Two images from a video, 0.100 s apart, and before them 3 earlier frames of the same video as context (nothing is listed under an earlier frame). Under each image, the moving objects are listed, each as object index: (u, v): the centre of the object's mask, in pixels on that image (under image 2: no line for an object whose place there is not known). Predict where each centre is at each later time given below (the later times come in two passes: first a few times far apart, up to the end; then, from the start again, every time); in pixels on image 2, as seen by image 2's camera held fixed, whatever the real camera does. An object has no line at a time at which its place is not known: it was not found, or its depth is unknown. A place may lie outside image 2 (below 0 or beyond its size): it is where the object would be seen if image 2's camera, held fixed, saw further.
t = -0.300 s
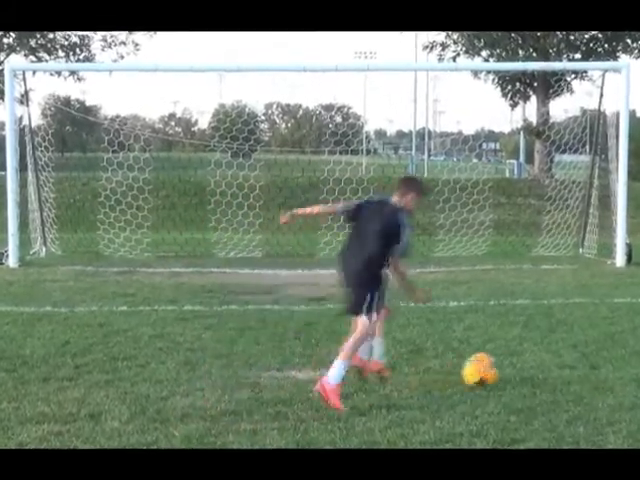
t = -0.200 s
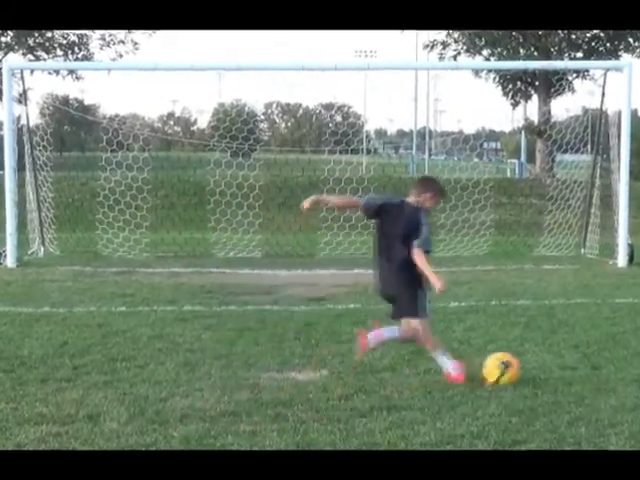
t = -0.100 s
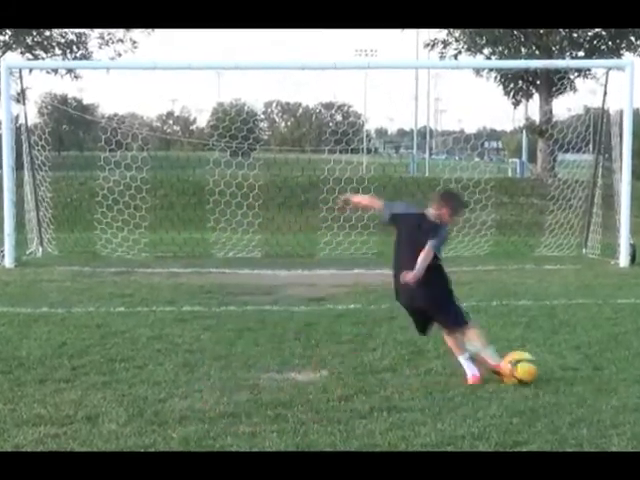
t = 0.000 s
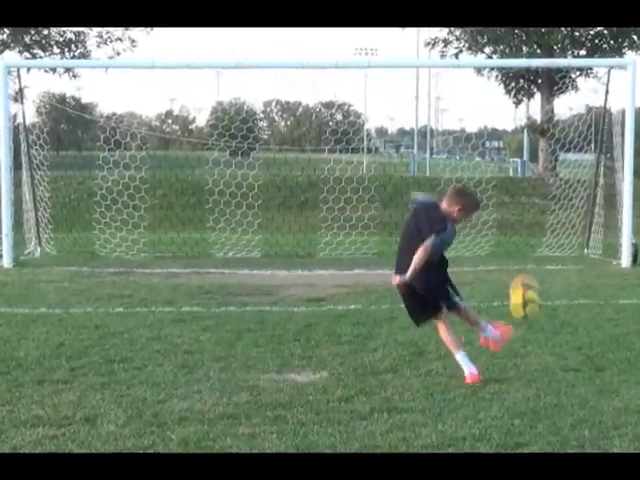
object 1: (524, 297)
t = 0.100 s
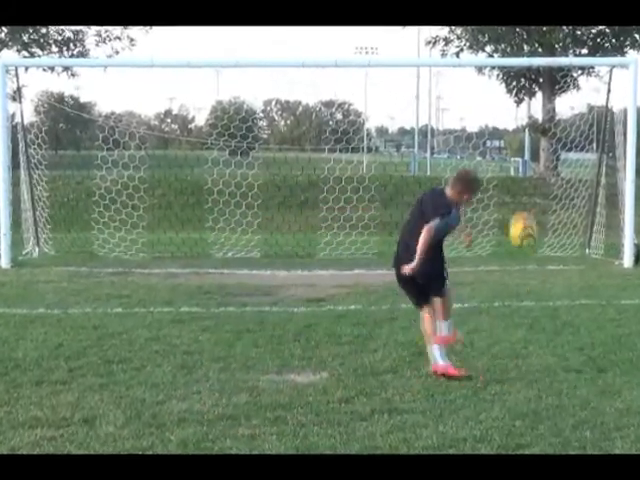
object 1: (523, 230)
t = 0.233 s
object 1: (517, 177)
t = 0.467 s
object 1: (507, 149)
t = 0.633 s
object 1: (502, 156)
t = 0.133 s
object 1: (521, 212)
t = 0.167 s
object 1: (521, 198)
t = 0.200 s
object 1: (519, 186)
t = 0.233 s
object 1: (517, 177)
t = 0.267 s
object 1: (517, 167)
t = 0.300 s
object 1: (516, 163)
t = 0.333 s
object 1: (514, 157)
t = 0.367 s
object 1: (512, 154)
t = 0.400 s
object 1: (511, 151)
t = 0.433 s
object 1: (509, 149)
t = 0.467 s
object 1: (507, 149)
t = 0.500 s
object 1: (506, 149)
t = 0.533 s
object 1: (504, 149)
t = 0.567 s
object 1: (503, 151)
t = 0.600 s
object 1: (502, 153)
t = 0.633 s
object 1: (502, 156)
